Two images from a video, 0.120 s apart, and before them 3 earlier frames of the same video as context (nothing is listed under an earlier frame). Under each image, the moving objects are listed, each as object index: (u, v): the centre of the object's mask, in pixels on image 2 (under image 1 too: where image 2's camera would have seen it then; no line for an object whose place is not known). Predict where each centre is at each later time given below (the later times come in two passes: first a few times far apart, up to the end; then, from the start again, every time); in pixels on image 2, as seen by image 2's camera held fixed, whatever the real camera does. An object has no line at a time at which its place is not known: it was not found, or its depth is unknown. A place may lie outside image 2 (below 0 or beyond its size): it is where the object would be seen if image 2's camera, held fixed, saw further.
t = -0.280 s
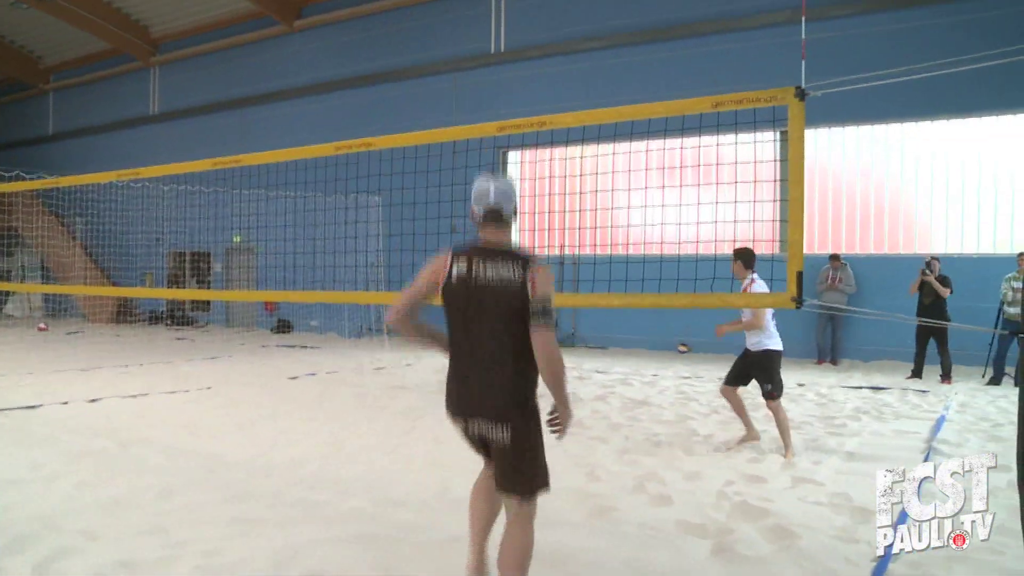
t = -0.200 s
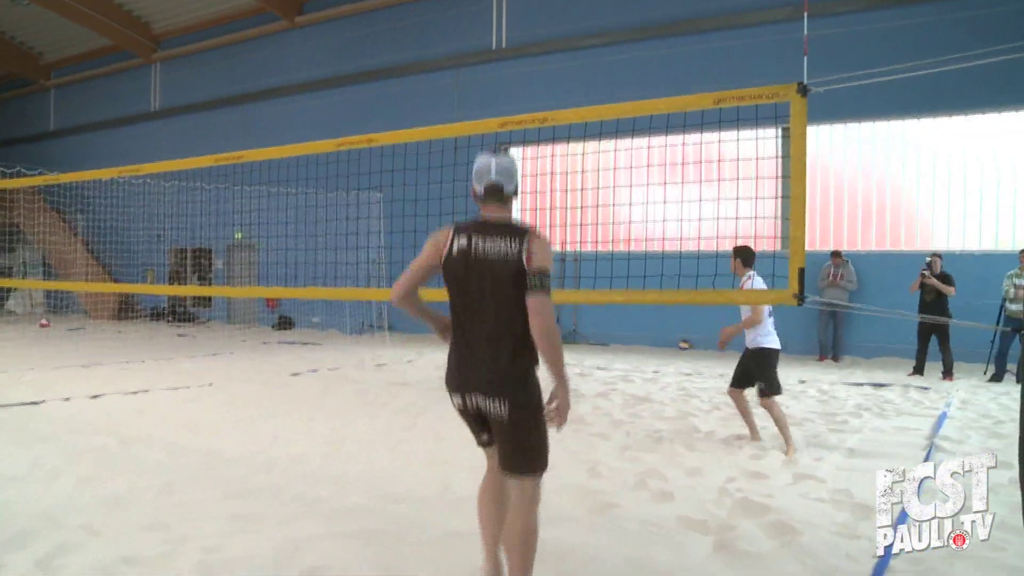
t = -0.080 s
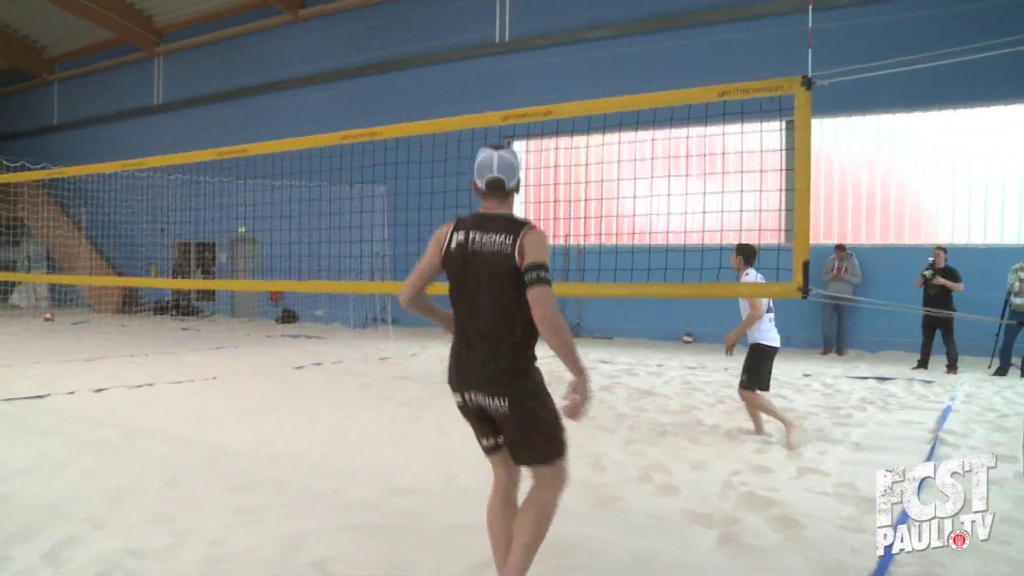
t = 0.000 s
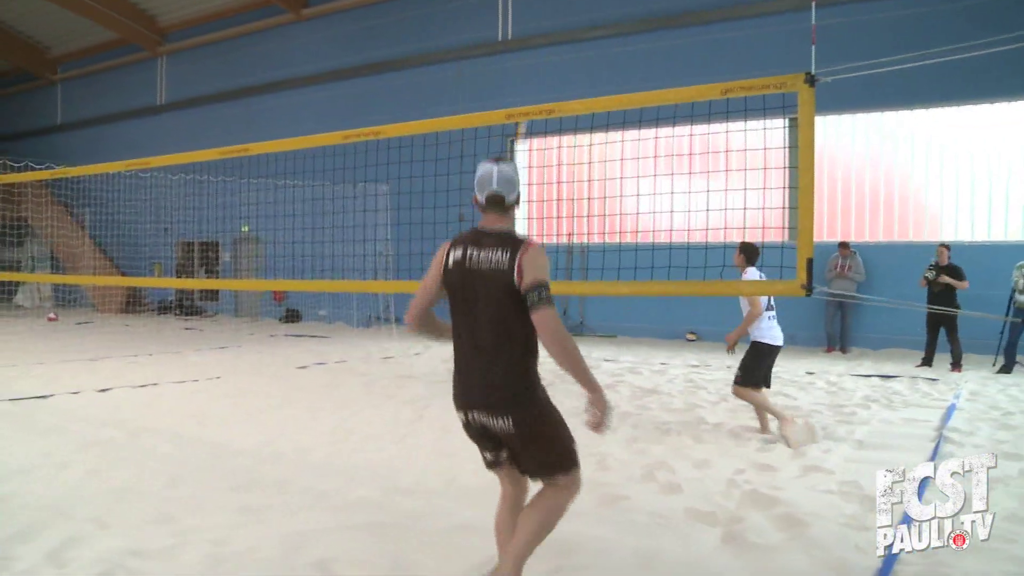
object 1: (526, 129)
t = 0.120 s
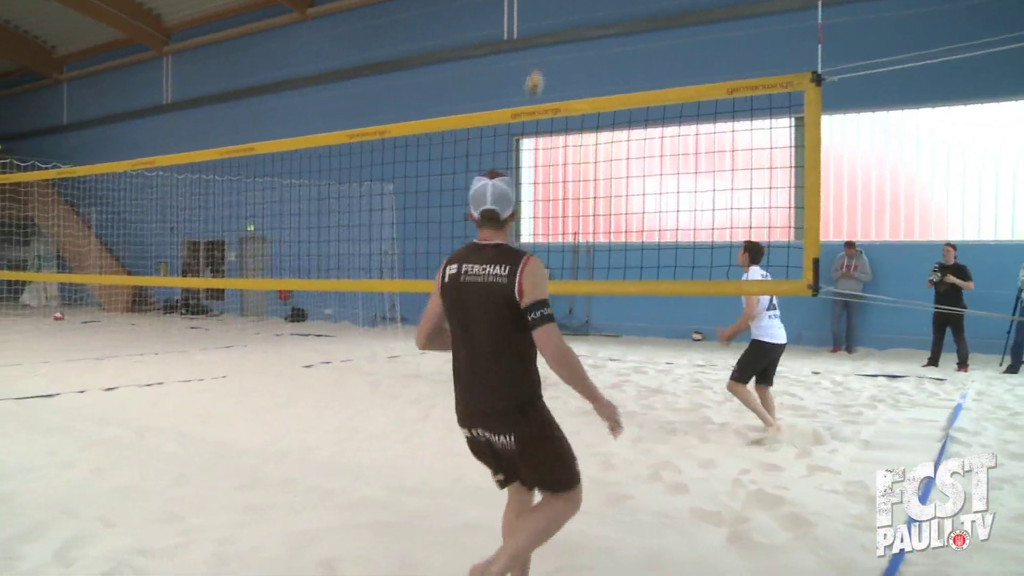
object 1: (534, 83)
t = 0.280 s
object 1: (547, 40)
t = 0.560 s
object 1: (569, 17)
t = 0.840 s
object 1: (591, 64)
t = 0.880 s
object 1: (594, 77)
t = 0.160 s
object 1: (538, 71)
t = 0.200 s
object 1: (540, 59)
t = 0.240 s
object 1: (543, 49)
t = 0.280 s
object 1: (547, 40)
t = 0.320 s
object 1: (549, 33)
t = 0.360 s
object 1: (553, 27)
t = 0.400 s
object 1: (556, 22)
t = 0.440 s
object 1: (559, 19)
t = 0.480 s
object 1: (562, 17)
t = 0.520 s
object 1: (565, 16)
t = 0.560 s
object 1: (569, 17)
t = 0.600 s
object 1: (572, 19)
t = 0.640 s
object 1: (574, 22)
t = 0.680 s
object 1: (578, 28)
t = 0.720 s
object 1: (582, 35)
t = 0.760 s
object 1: (585, 43)
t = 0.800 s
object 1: (588, 53)
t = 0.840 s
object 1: (591, 64)
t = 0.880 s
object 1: (594, 77)
